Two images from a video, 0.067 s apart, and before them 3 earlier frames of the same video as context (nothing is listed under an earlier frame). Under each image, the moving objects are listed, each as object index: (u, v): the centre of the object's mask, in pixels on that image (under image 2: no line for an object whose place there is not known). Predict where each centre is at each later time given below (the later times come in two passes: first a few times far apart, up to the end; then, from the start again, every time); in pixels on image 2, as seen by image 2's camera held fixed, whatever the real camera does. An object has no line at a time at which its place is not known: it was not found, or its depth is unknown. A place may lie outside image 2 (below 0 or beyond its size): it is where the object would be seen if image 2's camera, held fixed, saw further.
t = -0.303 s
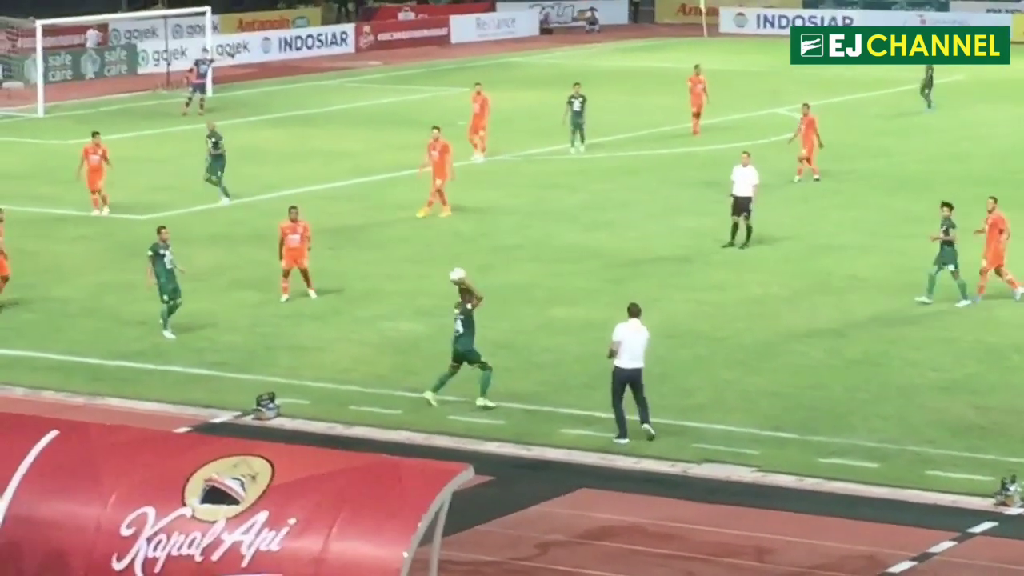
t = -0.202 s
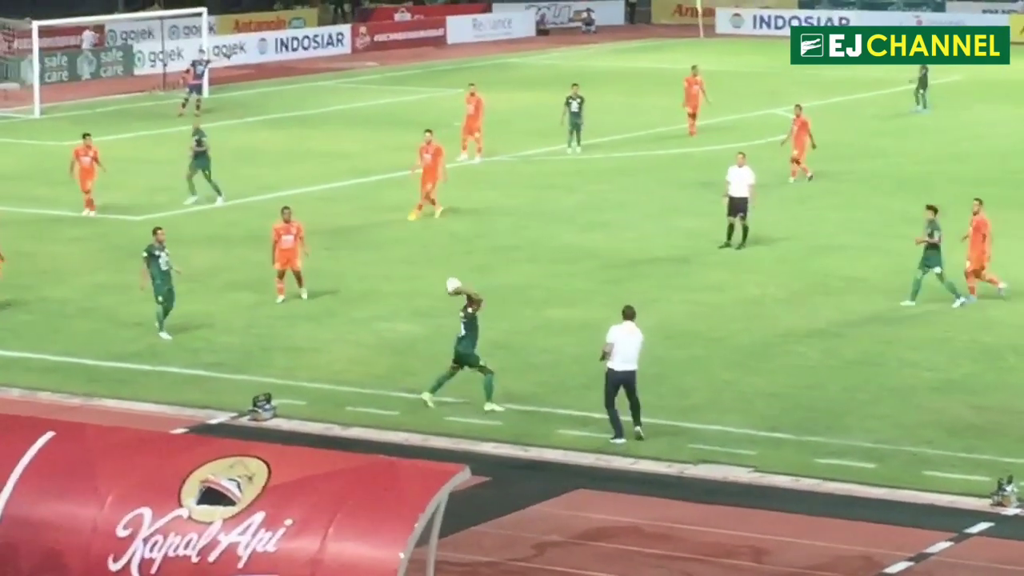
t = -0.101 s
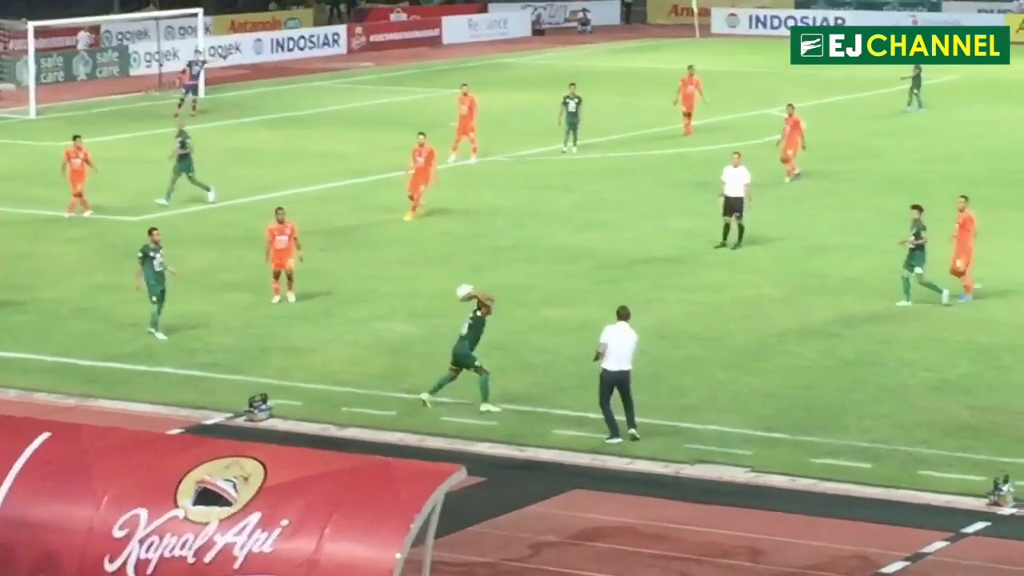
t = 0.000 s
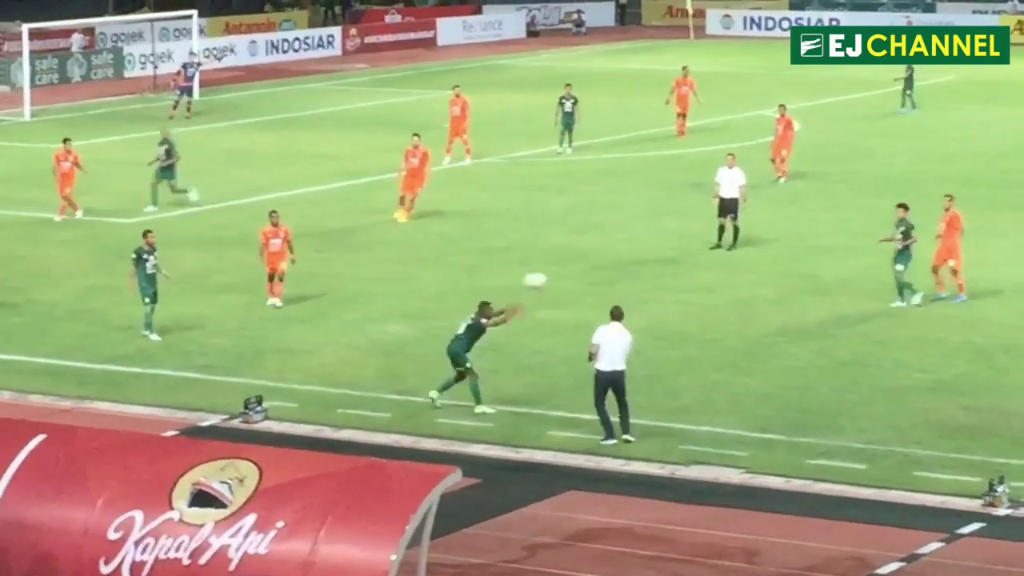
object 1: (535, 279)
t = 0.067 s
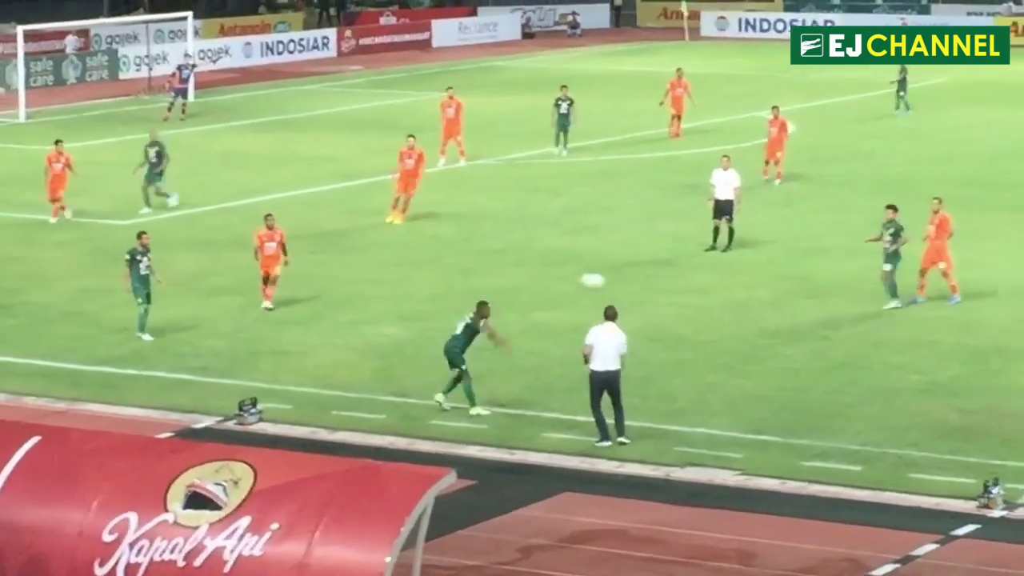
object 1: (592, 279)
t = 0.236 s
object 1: (745, 293)
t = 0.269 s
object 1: (775, 298)
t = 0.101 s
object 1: (623, 281)
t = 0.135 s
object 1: (654, 284)
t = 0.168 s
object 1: (685, 286)
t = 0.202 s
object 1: (714, 289)
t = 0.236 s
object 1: (745, 293)
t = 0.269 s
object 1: (775, 298)
